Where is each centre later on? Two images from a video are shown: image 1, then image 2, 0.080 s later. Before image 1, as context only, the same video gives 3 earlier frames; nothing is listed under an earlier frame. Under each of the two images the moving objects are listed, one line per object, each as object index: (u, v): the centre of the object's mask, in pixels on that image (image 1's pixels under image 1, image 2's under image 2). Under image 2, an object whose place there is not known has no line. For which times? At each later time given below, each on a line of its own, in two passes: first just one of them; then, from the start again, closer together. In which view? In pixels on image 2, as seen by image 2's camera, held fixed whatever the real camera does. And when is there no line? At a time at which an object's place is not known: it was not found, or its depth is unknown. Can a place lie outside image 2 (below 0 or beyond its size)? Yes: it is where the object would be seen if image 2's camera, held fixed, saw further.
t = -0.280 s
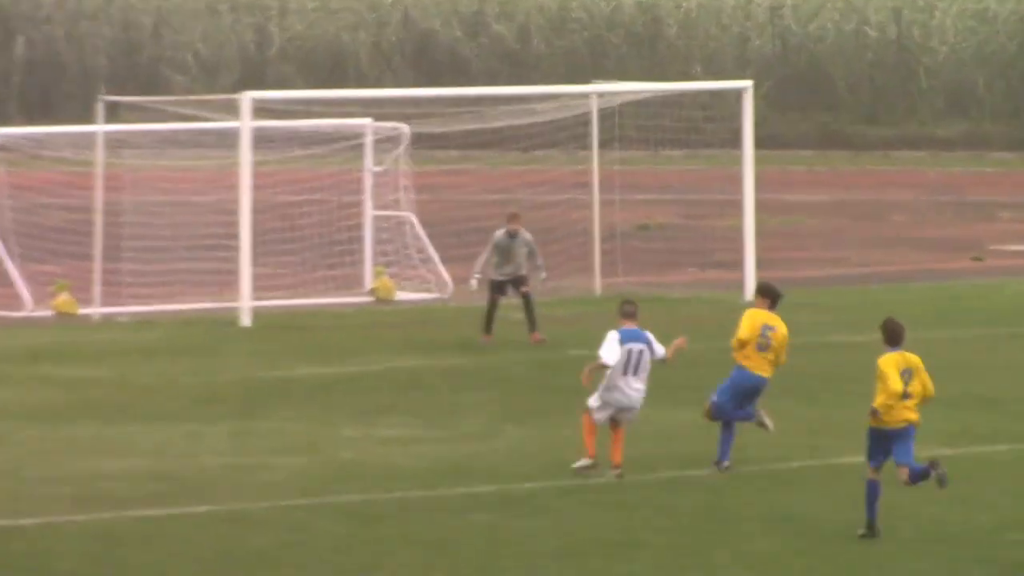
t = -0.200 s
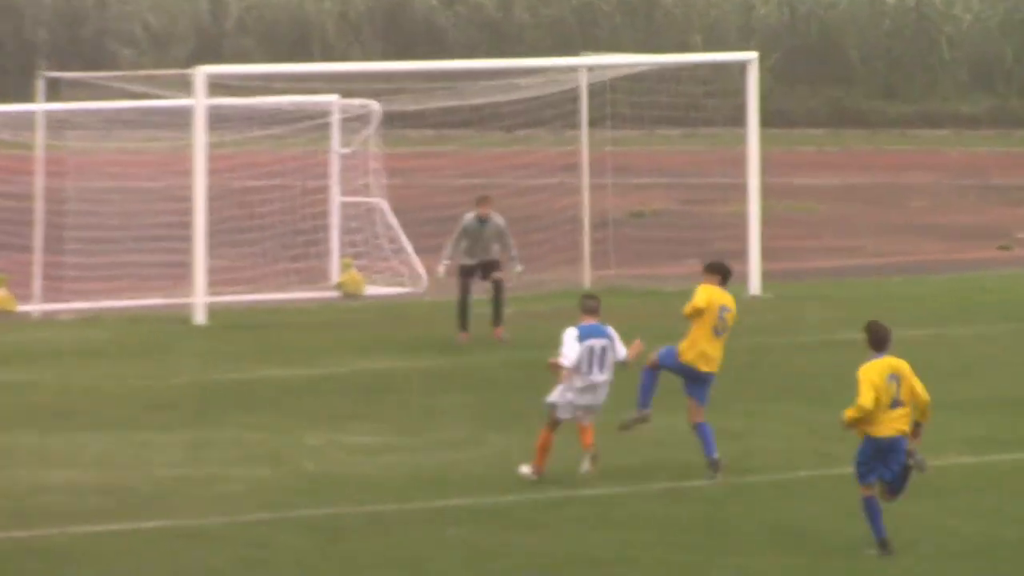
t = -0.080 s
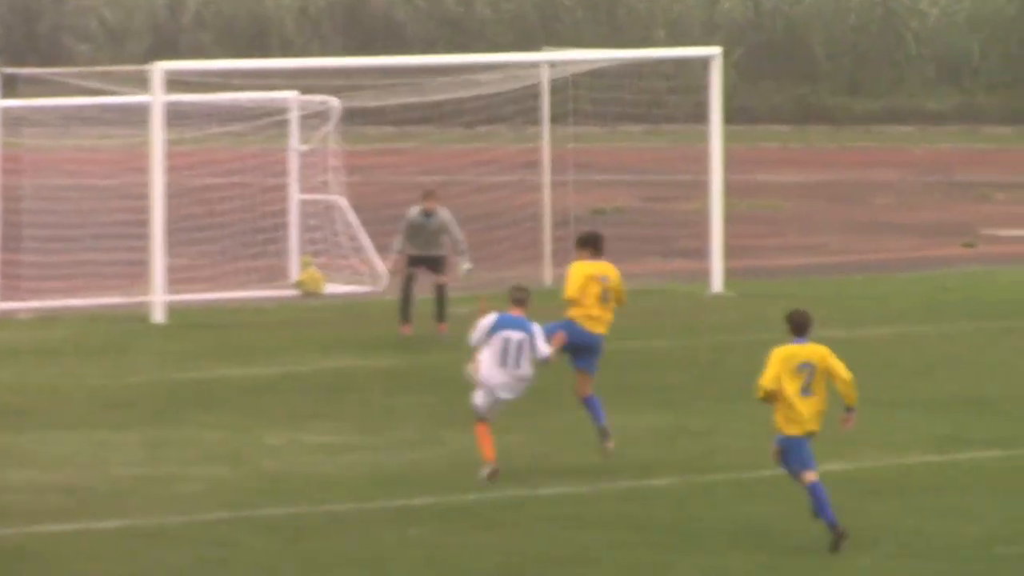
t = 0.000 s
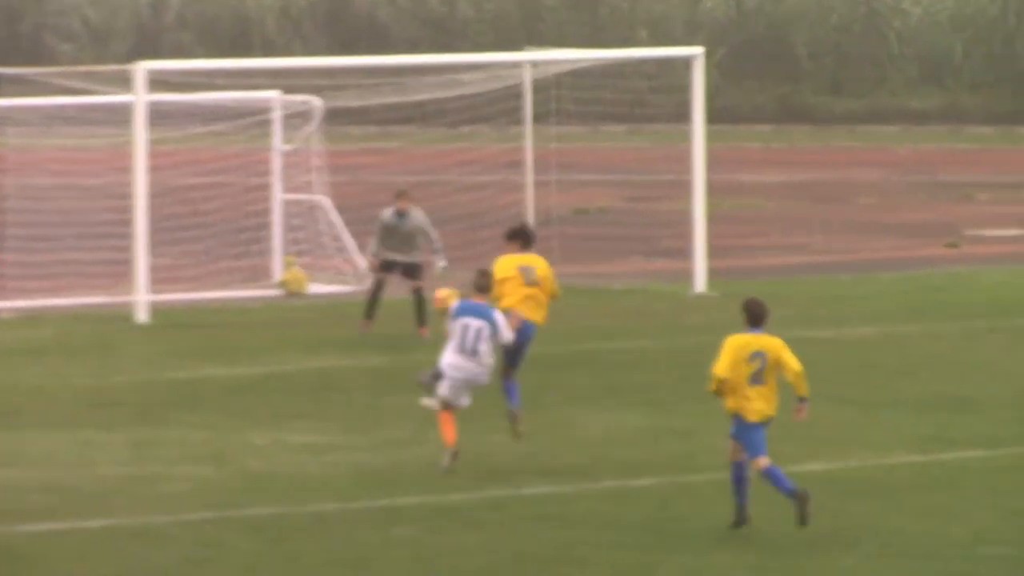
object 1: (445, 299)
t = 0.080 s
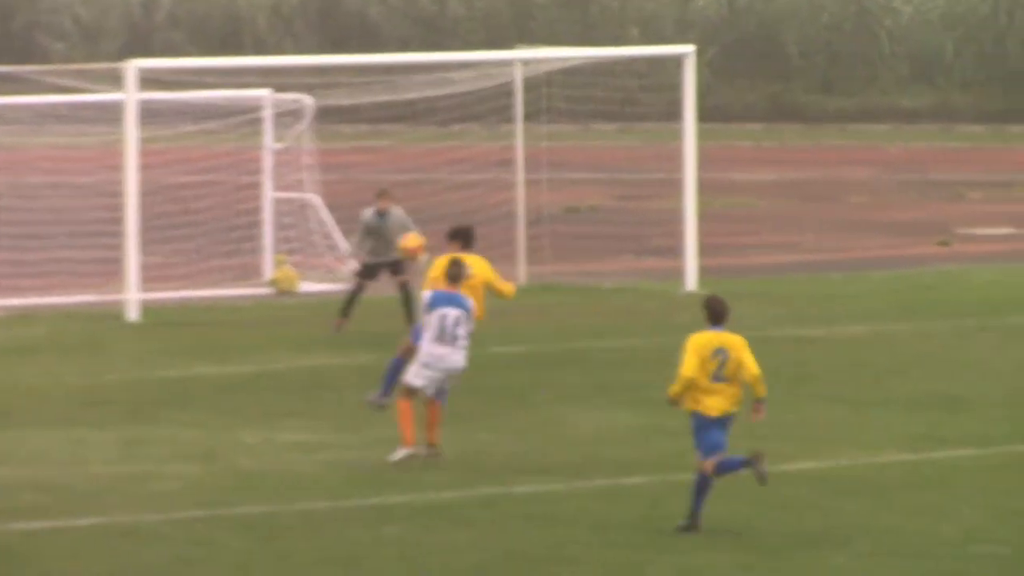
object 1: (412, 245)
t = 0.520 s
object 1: (274, 104)
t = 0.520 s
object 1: (274, 104)
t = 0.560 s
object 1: (267, 102)
